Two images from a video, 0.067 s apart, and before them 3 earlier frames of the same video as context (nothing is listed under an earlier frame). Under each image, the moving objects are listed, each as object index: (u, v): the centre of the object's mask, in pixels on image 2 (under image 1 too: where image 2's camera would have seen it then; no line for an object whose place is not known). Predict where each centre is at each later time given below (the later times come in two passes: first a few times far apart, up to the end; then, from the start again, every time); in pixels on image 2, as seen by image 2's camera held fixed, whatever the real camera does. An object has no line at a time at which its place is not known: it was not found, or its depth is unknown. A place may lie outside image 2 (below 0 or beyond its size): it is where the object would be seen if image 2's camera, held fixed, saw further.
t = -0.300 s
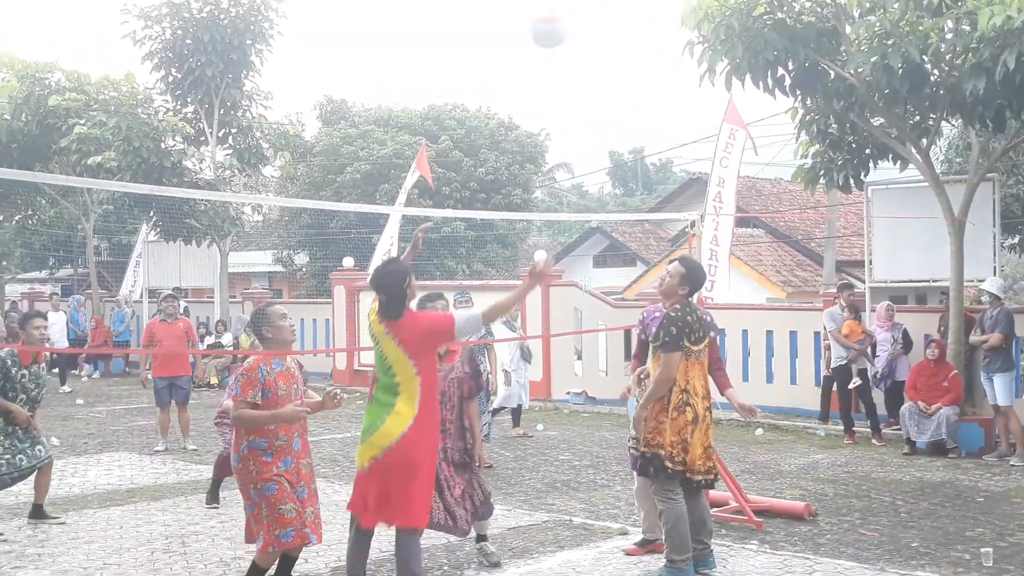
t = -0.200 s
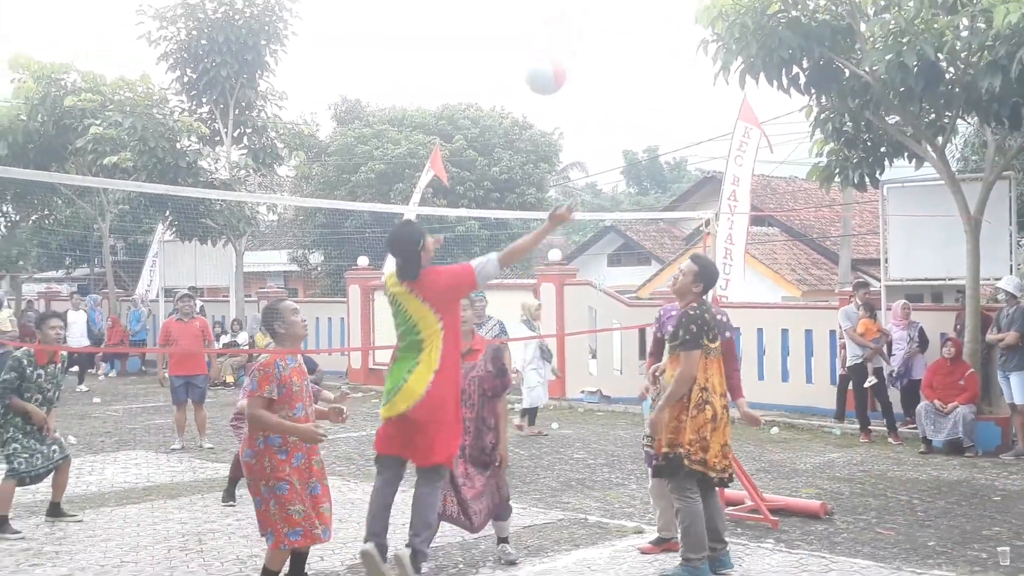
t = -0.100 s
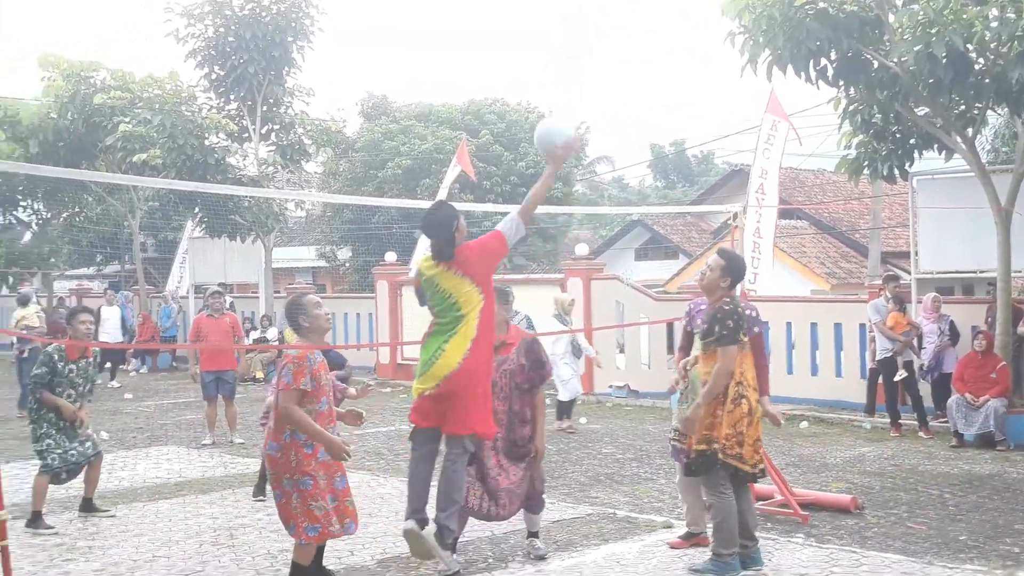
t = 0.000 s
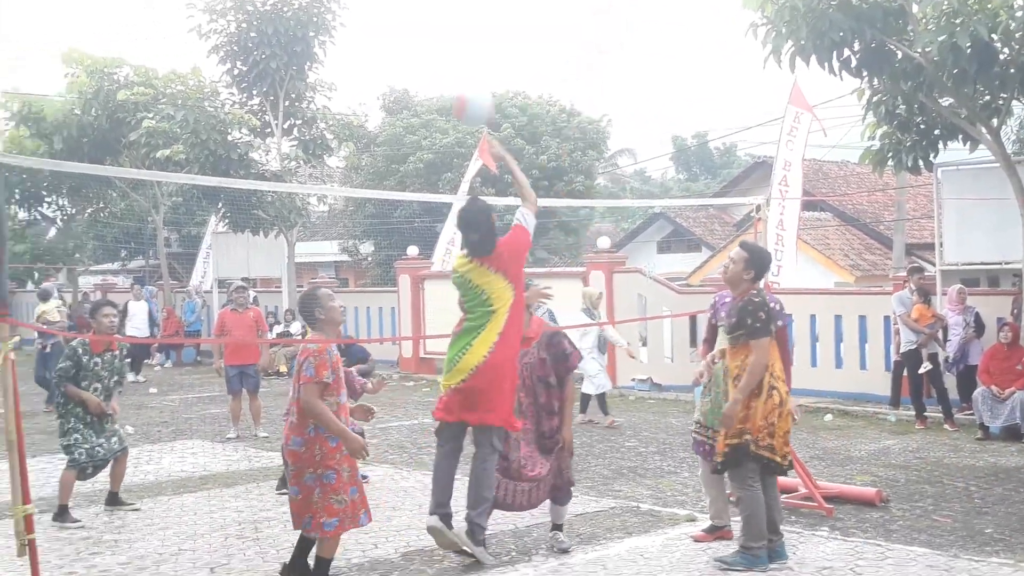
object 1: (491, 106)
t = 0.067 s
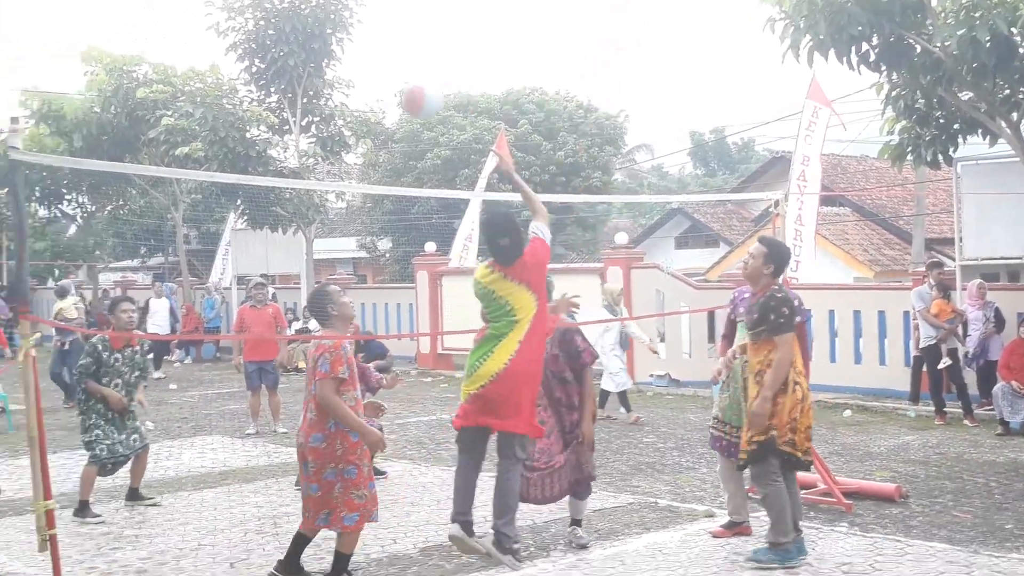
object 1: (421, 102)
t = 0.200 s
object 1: (309, 120)
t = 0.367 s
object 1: (200, 190)
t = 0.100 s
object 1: (393, 103)
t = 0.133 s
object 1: (361, 109)
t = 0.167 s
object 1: (334, 113)
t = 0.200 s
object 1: (309, 120)
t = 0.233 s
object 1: (285, 130)
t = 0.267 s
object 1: (262, 141)
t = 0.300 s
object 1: (240, 154)
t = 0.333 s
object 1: (220, 162)
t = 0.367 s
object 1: (200, 190)
